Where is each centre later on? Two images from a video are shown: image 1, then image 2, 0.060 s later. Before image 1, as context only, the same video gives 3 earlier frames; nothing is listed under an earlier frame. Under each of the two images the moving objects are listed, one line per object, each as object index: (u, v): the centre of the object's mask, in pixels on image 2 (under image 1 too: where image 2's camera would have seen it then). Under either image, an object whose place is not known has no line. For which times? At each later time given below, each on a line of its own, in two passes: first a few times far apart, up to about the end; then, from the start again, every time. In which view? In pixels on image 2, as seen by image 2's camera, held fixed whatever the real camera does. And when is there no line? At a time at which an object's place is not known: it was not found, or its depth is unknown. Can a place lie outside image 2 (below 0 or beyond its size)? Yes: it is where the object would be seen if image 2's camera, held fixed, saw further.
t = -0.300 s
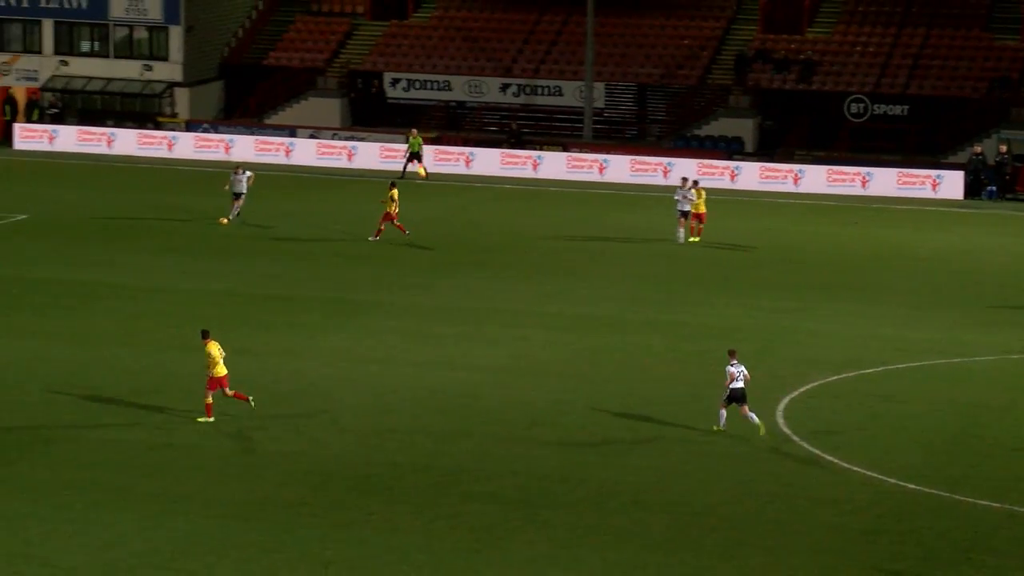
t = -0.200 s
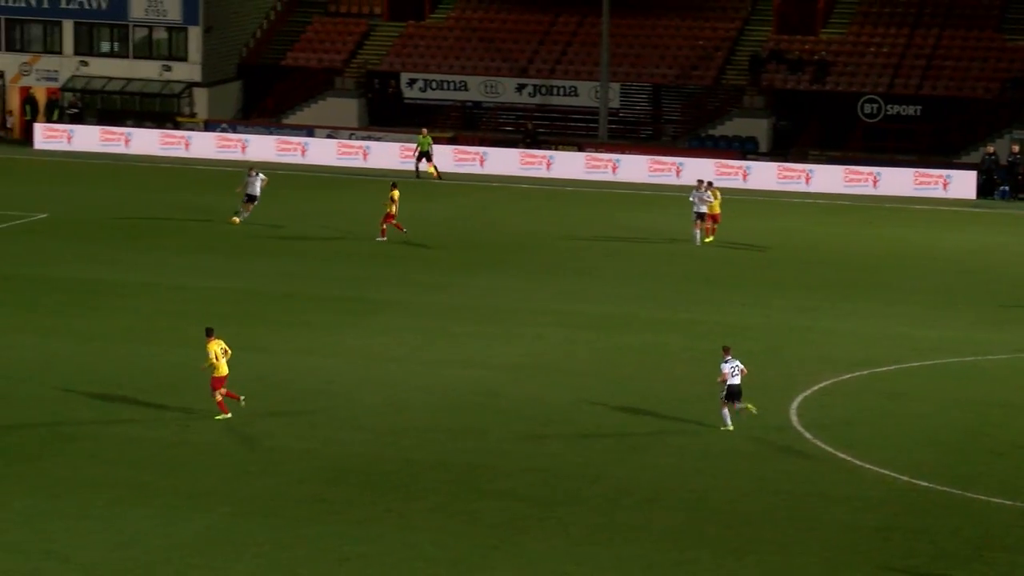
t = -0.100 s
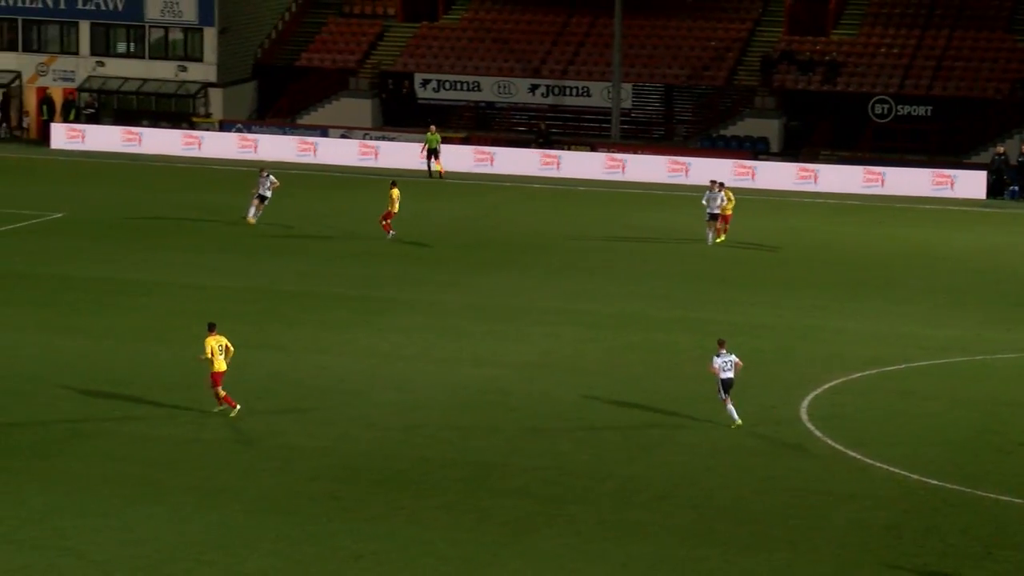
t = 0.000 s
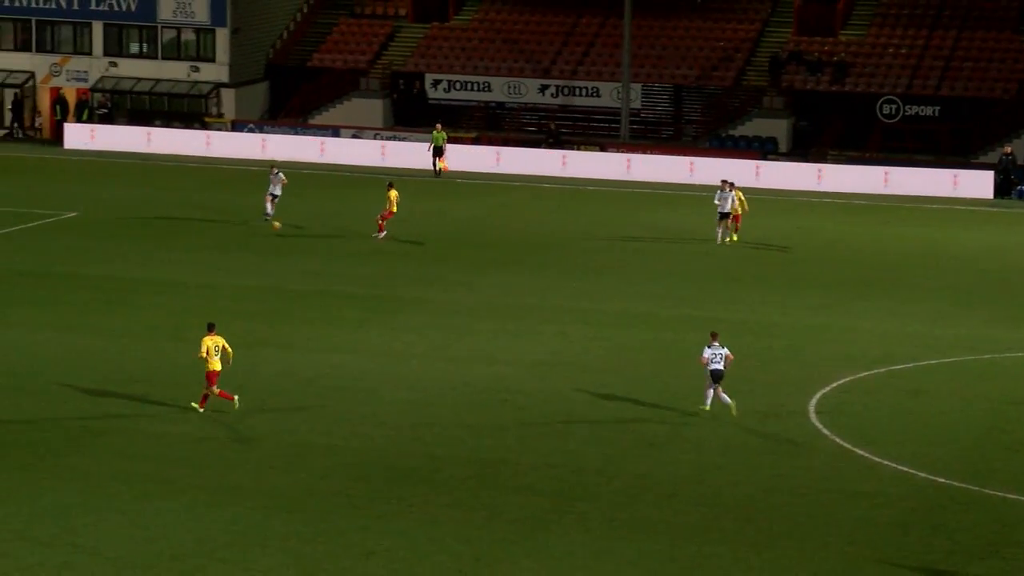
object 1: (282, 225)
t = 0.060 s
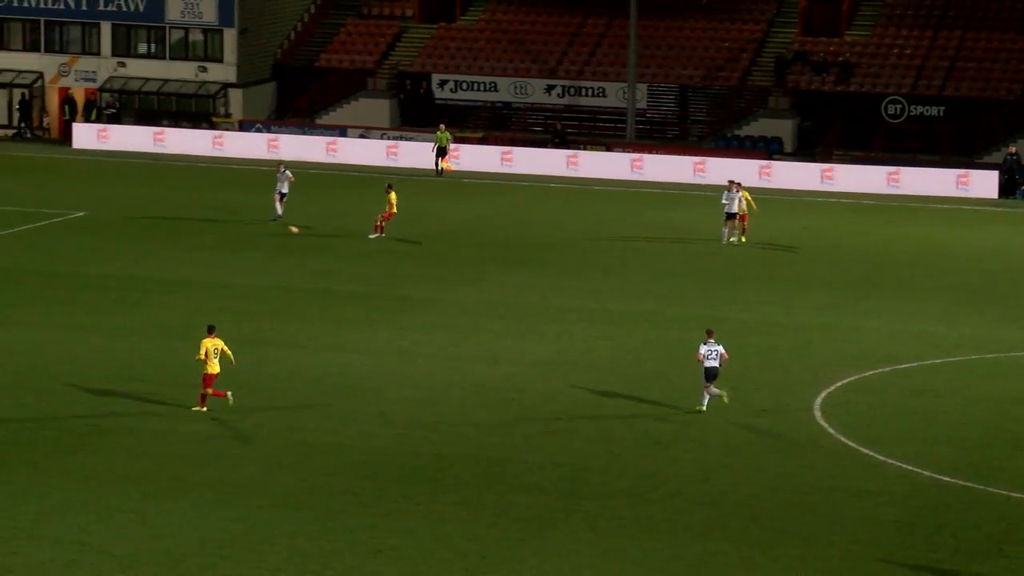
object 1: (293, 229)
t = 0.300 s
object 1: (332, 256)
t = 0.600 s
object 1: (384, 284)
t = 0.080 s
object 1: (296, 231)
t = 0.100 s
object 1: (300, 234)
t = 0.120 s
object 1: (303, 236)
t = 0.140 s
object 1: (306, 239)
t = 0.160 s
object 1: (309, 241)
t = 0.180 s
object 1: (313, 244)
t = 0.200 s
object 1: (316, 247)
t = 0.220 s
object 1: (320, 250)
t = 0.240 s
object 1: (322, 253)
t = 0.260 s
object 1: (326, 254)
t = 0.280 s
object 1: (329, 255)
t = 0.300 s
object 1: (332, 256)
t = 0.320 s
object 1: (335, 257)
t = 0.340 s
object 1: (338, 258)
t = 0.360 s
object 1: (341, 259)
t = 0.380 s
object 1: (345, 261)
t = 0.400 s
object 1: (349, 263)
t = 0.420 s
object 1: (352, 265)
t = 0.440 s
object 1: (355, 267)
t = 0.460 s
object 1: (359, 269)
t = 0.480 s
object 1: (363, 272)
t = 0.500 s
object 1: (367, 275)
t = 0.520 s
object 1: (370, 279)
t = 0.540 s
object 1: (374, 282)
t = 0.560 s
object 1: (377, 283)
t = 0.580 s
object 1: (381, 283)
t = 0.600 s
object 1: (384, 284)
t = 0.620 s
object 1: (388, 285)
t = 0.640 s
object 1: (391, 286)
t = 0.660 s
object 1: (395, 286)
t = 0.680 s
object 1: (399, 288)
